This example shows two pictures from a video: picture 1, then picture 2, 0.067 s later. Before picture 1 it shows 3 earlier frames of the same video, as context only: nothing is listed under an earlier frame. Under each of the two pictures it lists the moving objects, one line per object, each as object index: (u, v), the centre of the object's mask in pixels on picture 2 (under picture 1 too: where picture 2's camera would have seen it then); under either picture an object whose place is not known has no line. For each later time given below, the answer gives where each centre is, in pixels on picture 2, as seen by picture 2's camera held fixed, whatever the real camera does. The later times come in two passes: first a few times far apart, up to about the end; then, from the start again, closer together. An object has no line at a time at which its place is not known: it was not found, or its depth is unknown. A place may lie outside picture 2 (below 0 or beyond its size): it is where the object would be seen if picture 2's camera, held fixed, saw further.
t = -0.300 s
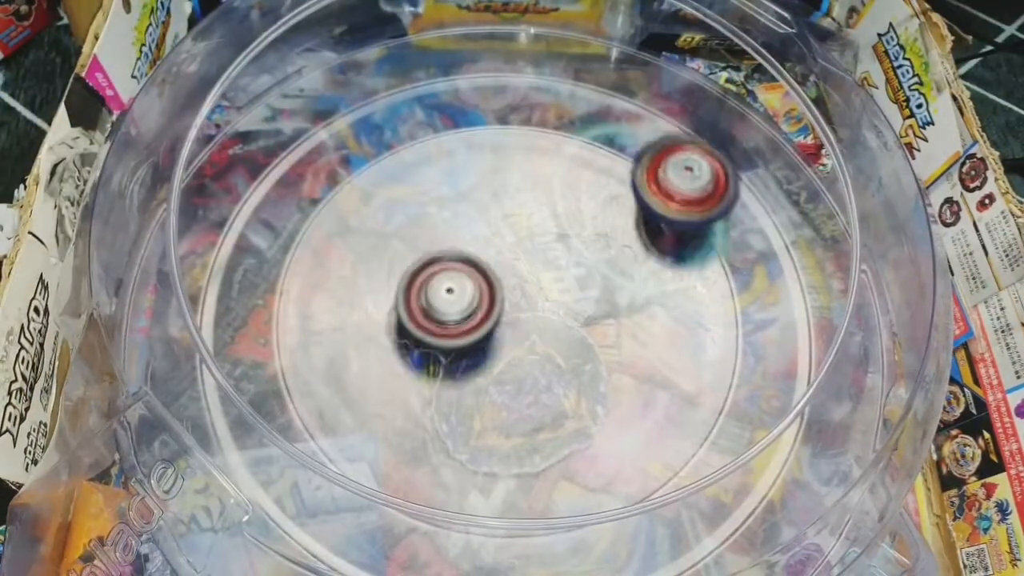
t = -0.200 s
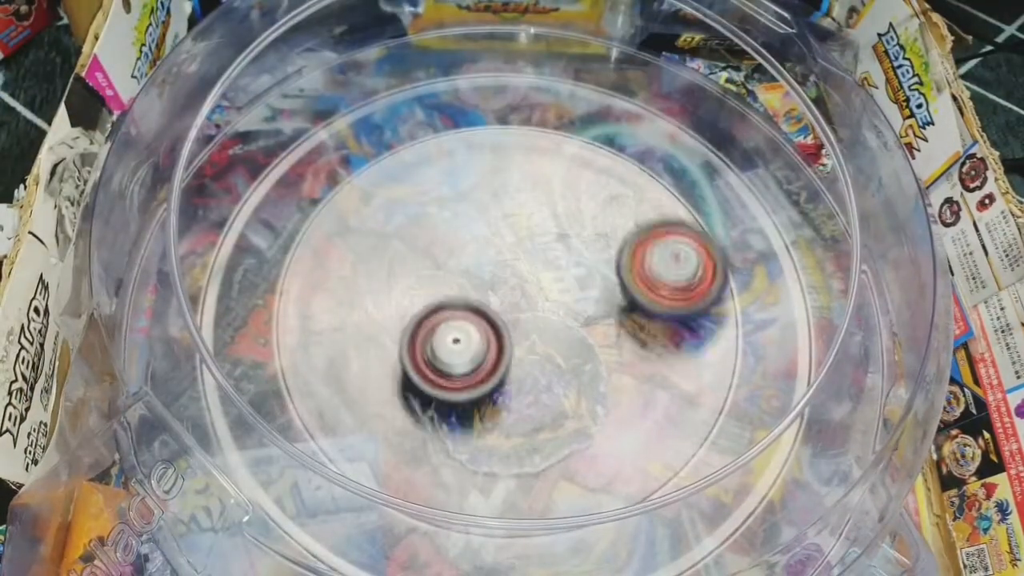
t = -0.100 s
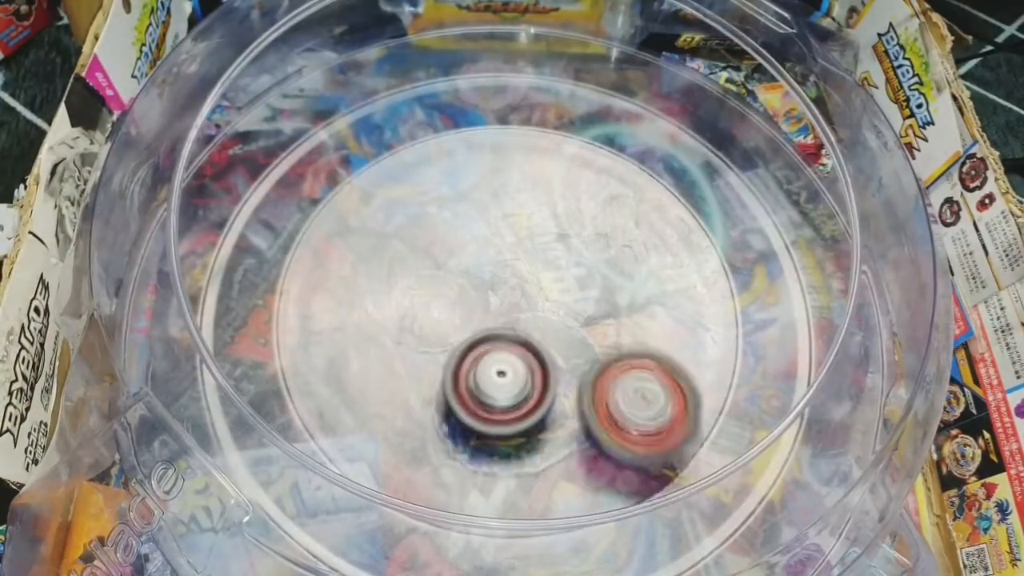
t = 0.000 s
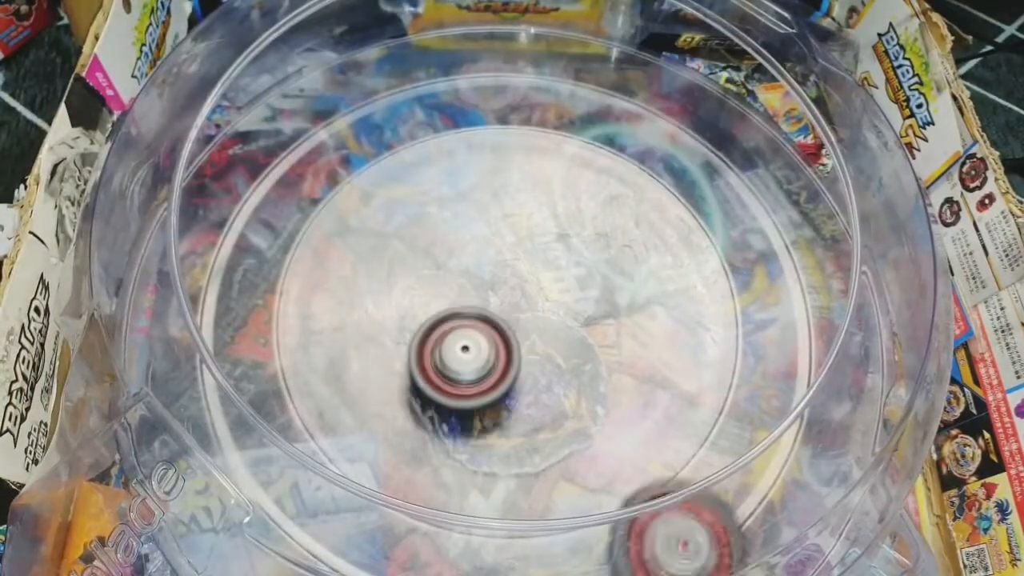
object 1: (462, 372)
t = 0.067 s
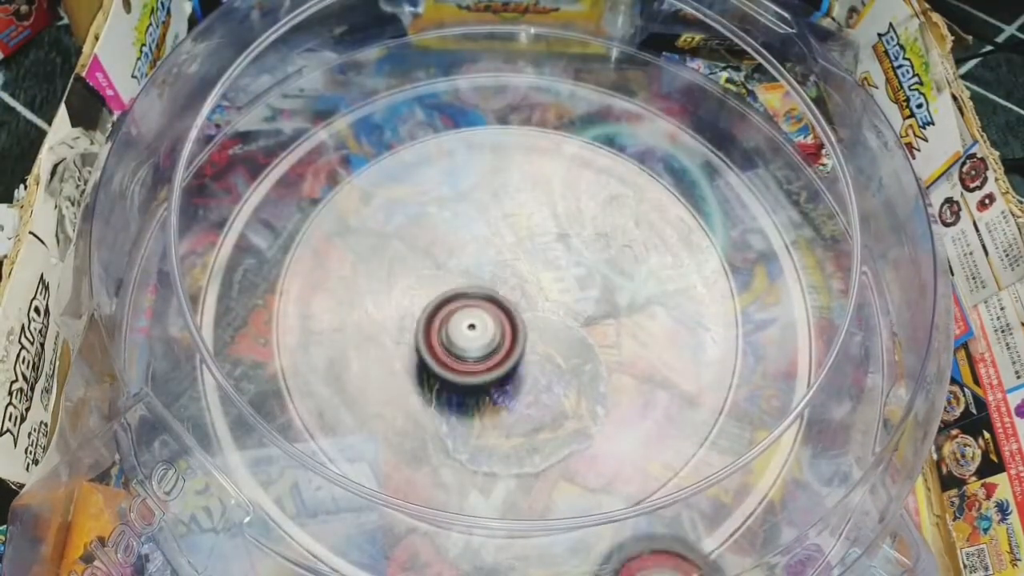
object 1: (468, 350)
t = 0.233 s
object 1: (526, 295)
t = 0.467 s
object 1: (463, 245)
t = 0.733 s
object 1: (585, 118)
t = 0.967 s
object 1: (656, 59)
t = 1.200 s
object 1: (658, 52)
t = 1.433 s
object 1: (644, 57)
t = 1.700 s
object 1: (616, 85)
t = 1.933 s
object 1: (575, 164)
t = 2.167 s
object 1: (442, 326)
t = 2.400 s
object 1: (555, 459)
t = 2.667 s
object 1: (630, 207)
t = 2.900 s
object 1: (458, 75)
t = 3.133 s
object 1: (343, 187)
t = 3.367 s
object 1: (406, 547)
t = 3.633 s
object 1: (727, 538)
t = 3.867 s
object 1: (853, 347)
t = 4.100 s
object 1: (803, 219)
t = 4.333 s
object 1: (700, 240)
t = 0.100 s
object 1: (479, 341)
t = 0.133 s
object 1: (493, 331)
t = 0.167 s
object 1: (507, 319)
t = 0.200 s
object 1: (519, 309)
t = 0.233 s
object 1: (526, 295)
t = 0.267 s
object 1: (530, 286)
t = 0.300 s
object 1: (529, 275)
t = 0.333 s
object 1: (522, 264)
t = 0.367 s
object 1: (513, 255)
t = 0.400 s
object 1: (500, 249)
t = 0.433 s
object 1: (482, 246)
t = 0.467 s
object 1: (463, 245)
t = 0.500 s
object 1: (442, 254)
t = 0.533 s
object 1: (424, 265)
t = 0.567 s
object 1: (417, 272)
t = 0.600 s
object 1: (448, 243)
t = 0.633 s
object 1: (491, 204)
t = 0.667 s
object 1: (528, 173)
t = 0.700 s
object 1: (560, 144)
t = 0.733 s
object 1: (585, 118)
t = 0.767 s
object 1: (606, 99)
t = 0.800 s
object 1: (622, 76)
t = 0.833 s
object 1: (632, 71)
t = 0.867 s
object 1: (642, 57)
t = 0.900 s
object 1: (649, 59)
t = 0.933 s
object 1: (653, 61)
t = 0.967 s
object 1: (656, 59)
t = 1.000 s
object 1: (657, 60)
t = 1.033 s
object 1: (658, 60)
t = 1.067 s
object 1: (659, 58)
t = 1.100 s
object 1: (659, 56)
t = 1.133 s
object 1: (658, 53)
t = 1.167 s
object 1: (658, 52)
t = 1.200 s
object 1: (658, 52)
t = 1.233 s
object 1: (658, 53)
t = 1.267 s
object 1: (658, 53)
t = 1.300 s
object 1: (656, 52)
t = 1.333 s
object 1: (654, 53)
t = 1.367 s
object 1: (651, 54)
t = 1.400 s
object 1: (648, 55)
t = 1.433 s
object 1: (644, 57)
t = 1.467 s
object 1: (642, 58)
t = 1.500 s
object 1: (638, 60)
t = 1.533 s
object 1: (636, 61)
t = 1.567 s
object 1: (632, 65)
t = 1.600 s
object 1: (630, 68)
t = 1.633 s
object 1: (628, 72)
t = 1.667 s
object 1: (624, 76)
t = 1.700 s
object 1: (616, 85)
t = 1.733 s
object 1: (609, 93)
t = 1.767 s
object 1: (603, 100)
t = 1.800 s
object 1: (597, 118)
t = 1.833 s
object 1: (595, 128)
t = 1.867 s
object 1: (593, 137)
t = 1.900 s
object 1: (587, 151)
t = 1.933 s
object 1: (575, 164)
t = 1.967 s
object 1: (560, 180)
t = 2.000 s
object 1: (540, 201)
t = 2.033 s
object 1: (519, 221)
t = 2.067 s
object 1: (495, 244)
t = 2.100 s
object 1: (470, 270)
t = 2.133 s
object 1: (452, 297)
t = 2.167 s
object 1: (442, 326)
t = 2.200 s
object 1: (439, 360)
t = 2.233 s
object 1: (447, 394)
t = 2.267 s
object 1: (462, 426)
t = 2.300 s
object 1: (490, 454)
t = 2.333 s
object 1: (524, 467)
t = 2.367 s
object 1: (546, 467)
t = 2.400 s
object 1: (555, 459)
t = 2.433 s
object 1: (569, 445)
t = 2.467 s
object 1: (584, 422)
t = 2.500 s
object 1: (602, 386)
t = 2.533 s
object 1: (620, 358)
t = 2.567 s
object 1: (633, 323)
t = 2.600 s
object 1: (641, 275)
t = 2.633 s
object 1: (639, 244)
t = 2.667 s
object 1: (630, 207)
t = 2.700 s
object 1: (613, 173)
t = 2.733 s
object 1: (589, 146)
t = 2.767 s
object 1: (561, 122)
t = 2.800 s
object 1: (530, 104)
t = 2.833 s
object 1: (505, 91)
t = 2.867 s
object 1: (481, 79)
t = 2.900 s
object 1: (458, 75)
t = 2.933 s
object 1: (436, 80)
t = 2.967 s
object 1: (414, 95)
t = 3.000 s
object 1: (396, 109)
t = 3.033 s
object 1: (380, 126)
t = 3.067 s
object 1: (366, 142)
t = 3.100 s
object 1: (353, 164)
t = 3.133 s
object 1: (343, 187)
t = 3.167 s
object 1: (336, 223)
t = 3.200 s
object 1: (332, 267)
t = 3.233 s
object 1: (333, 318)
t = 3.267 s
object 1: (346, 373)
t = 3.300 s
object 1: (375, 429)
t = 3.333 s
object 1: (390, 491)
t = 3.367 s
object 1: (406, 547)
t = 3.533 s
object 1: (609, 566)
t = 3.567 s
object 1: (650, 558)
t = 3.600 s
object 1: (689, 548)
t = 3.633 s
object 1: (727, 538)
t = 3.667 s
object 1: (761, 527)
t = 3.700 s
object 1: (791, 511)
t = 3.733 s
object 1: (816, 481)
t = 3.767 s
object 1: (841, 449)
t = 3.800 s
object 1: (857, 425)
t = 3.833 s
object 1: (861, 378)
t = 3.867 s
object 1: (853, 347)
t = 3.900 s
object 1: (849, 308)
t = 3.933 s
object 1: (840, 273)
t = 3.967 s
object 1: (831, 236)
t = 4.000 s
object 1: (811, 209)
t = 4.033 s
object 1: (809, 212)
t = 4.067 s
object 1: (807, 215)
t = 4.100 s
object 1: (803, 219)
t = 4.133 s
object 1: (797, 220)
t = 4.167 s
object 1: (782, 224)
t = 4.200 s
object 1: (764, 230)
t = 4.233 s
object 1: (749, 233)
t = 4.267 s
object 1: (735, 236)
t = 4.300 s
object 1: (720, 237)
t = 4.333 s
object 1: (700, 240)
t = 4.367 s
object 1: (674, 241)
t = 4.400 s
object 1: (645, 242)
